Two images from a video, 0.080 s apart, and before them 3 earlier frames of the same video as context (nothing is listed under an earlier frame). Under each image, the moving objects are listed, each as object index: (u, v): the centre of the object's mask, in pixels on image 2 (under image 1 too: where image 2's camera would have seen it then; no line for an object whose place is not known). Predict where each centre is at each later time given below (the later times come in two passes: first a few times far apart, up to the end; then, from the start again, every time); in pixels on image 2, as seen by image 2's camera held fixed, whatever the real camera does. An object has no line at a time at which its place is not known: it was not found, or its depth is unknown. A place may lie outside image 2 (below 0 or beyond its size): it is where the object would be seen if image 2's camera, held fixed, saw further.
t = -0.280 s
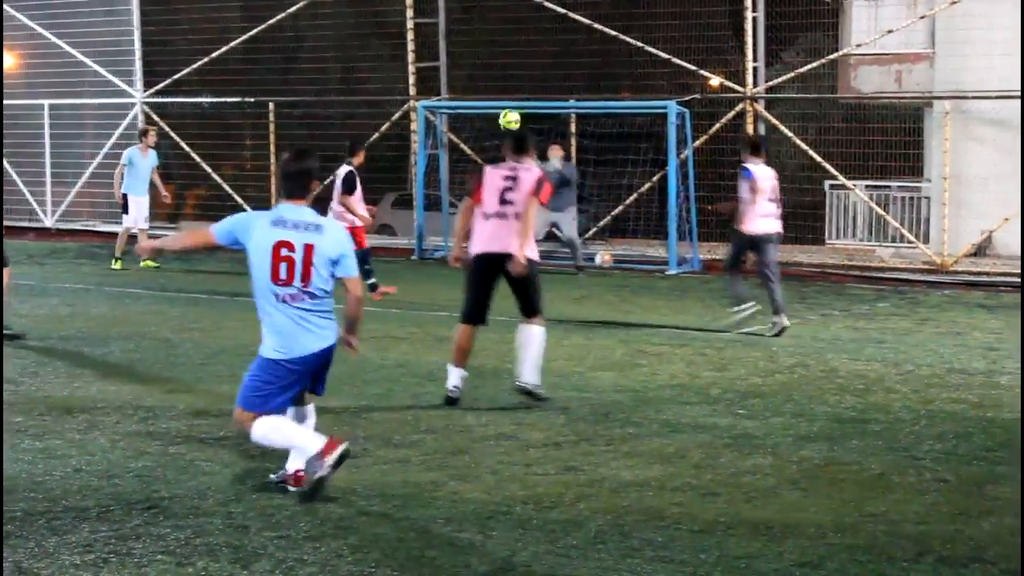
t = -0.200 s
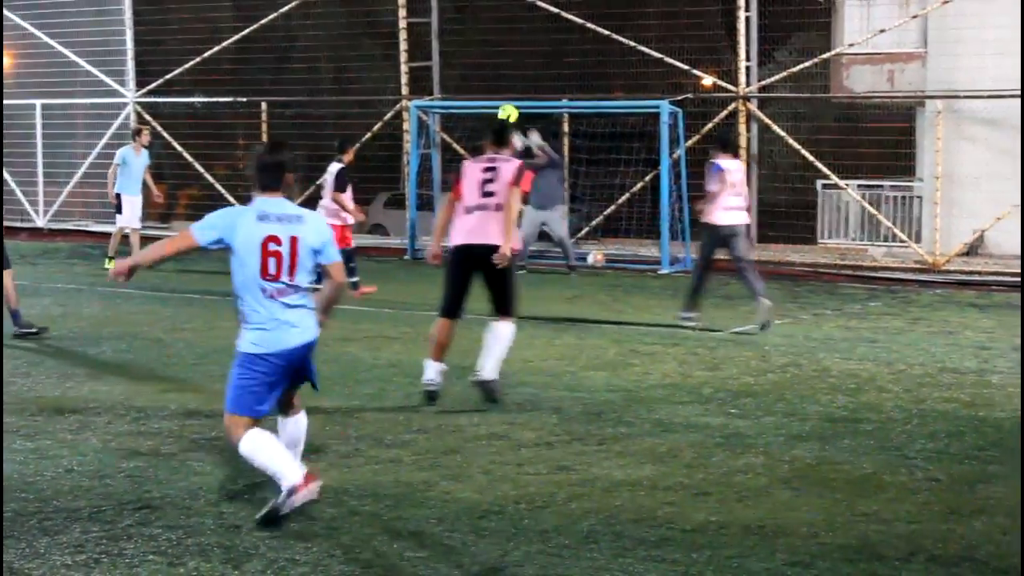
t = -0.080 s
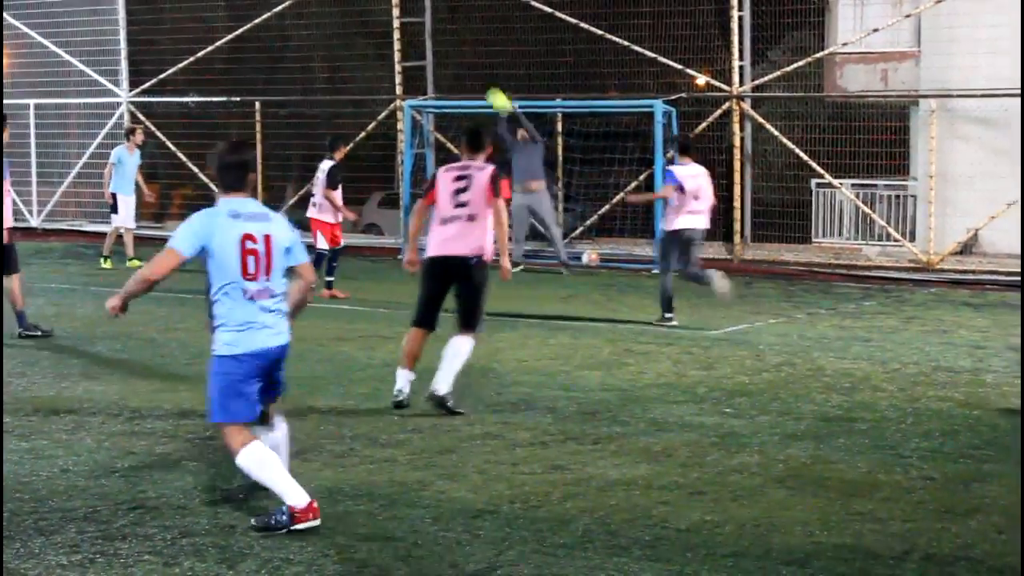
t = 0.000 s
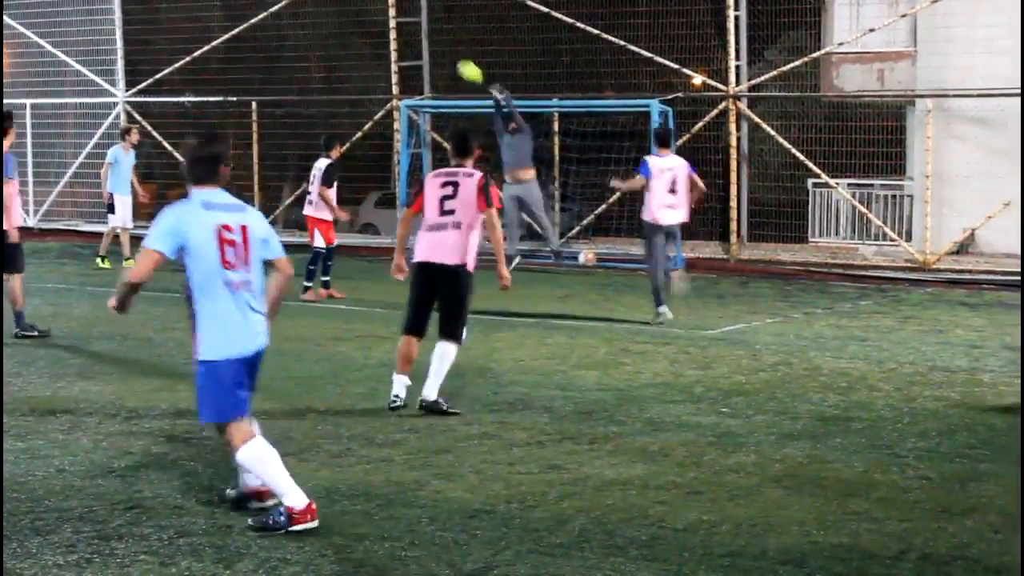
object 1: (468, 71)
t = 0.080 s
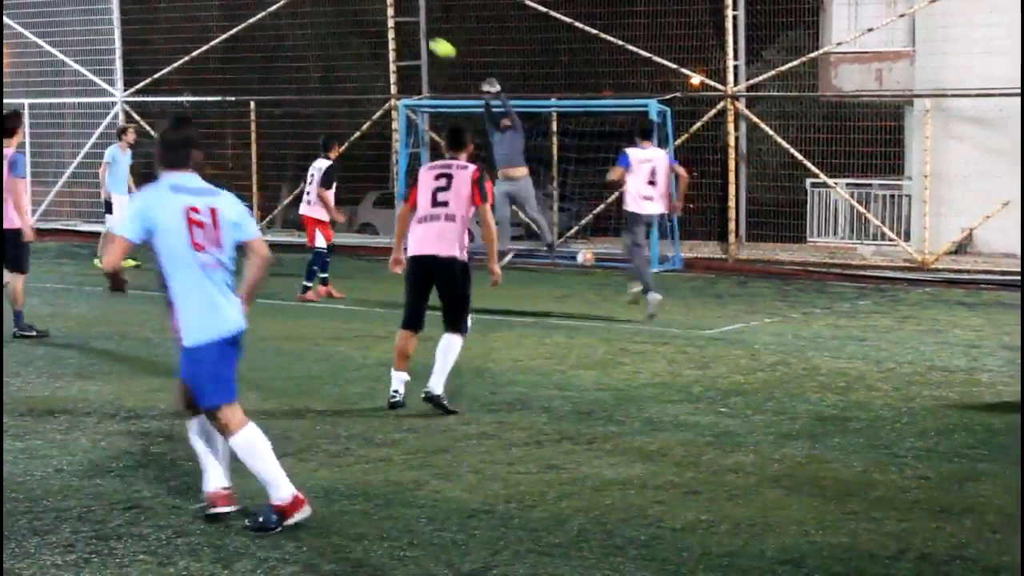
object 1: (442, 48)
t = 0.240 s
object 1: (389, 16)
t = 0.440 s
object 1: (322, 9)
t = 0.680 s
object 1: (241, 44)
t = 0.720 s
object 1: (228, 56)
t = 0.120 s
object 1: (429, 38)
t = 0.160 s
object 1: (415, 29)
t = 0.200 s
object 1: (403, 23)
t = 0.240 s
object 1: (389, 16)
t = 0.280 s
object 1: (375, 13)
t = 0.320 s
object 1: (362, 9)
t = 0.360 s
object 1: (349, 8)
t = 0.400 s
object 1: (336, 7)
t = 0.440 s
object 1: (322, 9)
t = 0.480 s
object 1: (308, 12)
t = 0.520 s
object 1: (295, 15)
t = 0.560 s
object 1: (282, 20)
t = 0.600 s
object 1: (268, 27)
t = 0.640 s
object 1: (254, 34)
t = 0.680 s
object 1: (241, 44)
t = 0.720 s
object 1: (228, 56)
